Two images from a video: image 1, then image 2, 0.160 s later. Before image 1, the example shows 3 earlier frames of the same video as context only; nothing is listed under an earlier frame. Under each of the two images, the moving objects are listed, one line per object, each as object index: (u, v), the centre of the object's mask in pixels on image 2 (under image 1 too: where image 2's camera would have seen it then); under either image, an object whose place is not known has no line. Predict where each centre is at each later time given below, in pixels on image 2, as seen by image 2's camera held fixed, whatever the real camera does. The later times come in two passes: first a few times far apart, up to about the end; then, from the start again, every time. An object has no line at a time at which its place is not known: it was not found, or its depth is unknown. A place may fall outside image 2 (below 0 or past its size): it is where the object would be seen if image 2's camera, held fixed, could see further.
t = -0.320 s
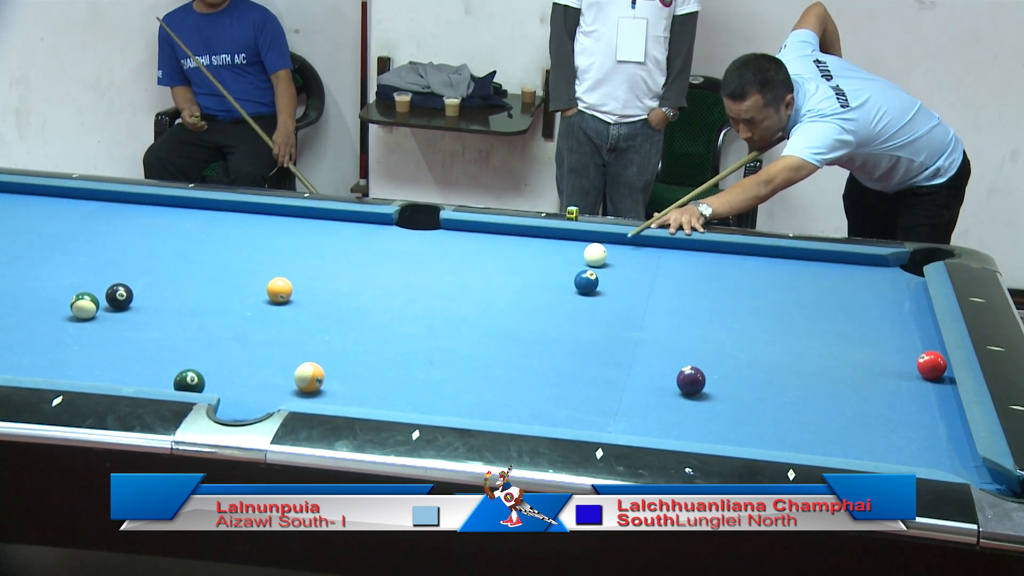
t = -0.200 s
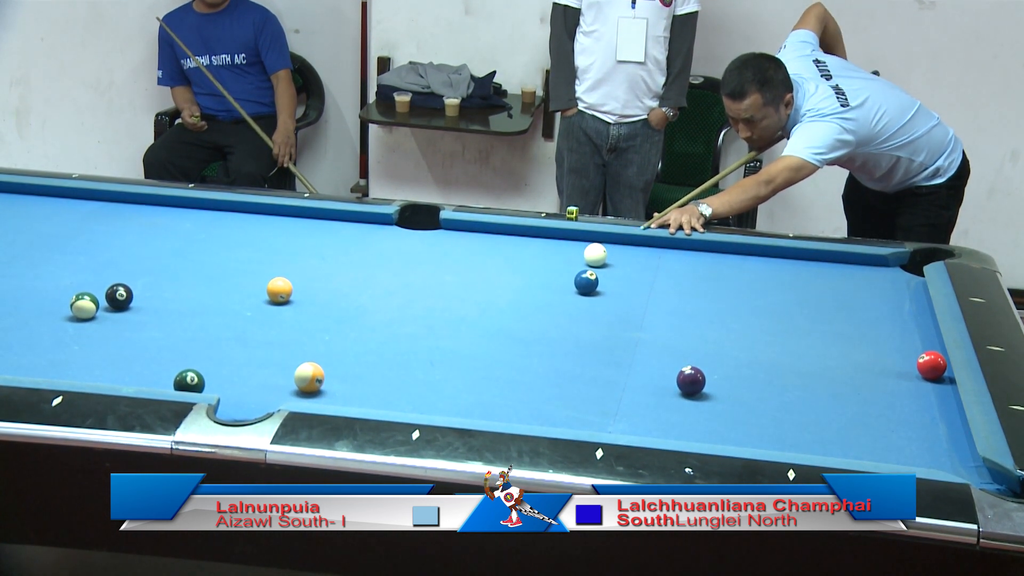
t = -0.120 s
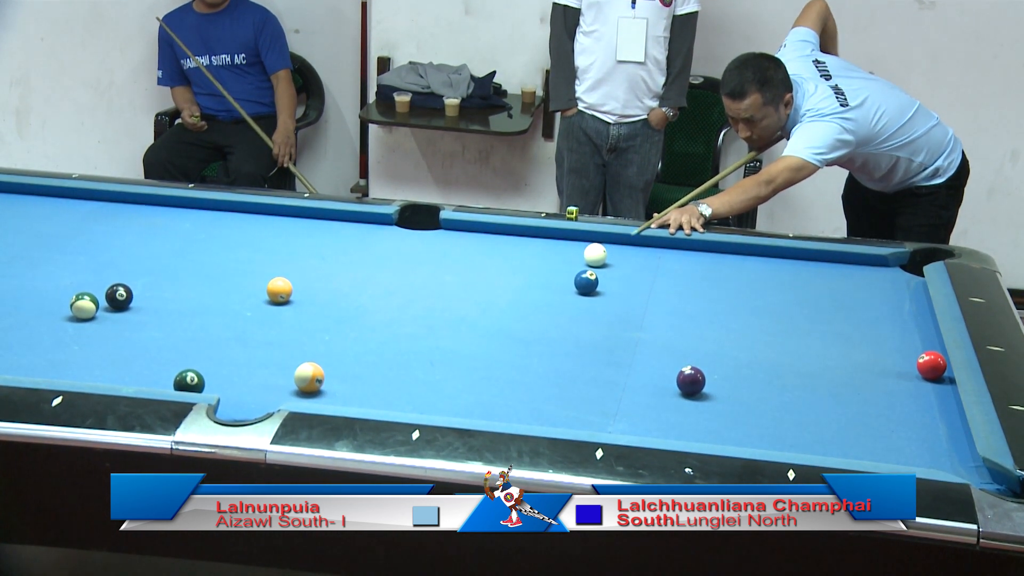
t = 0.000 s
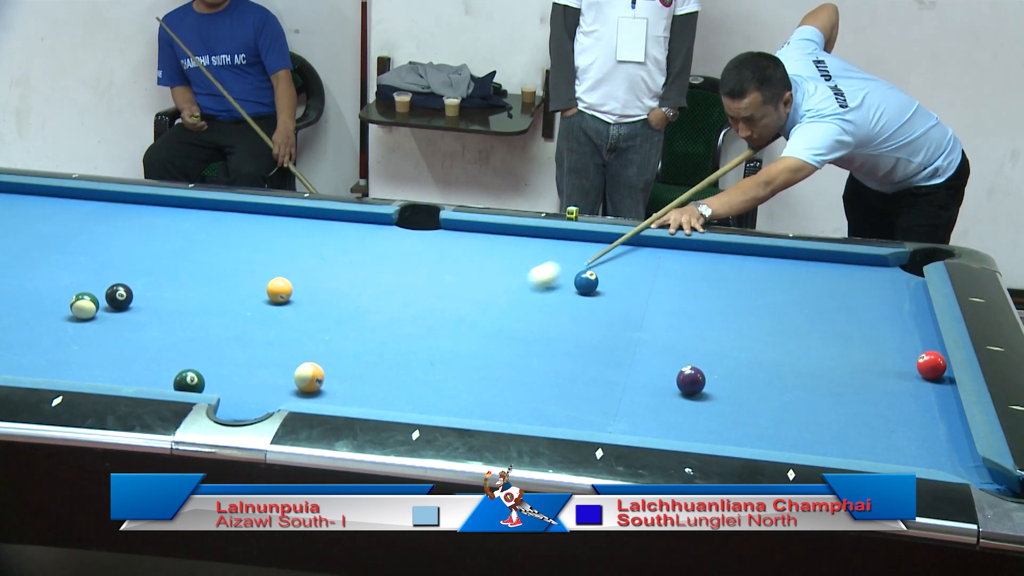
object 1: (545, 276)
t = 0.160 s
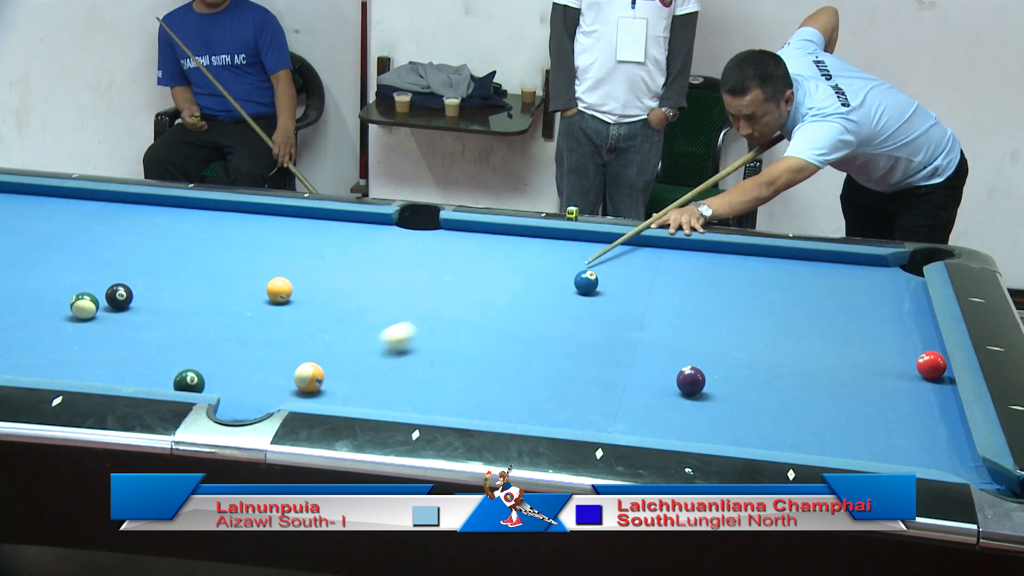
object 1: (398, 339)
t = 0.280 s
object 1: (321, 367)
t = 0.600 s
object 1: (292, 359)
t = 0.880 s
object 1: (271, 353)
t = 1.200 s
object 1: (253, 347)
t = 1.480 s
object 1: (242, 344)
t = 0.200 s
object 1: (359, 354)
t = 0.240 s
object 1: (327, 367)
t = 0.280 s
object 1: (321, 367)
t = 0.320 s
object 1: (317, 366)
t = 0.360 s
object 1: (313, 365)
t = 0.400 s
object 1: (309, 364)
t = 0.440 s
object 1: (306, 363)
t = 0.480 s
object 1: (302, 362)
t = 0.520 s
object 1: (299, 361)
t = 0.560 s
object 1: (295, 360)
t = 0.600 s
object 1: (292, 359)
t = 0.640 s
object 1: (289, 358)
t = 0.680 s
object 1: (286, 357)
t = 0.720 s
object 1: (283, 356)
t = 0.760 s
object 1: (279, 355)
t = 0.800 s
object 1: (277, 355)
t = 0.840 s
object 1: (274, 354)
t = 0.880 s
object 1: (271, 353)
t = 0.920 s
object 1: (269, 352)
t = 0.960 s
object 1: (266, 352)
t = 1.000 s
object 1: (264, 351)
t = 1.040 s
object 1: (261, 350)
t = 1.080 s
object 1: (259, 349)
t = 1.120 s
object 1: (257, 349)
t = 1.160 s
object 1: (255, 348)
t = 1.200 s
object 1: (253, 347)
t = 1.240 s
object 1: (251, 347)
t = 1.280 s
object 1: (249, 346)
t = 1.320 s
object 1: (248, 346)
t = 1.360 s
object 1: (246, 345)
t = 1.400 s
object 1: (244, 345)
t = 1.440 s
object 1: (243, 344)
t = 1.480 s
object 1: (242, 344)
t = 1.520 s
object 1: (240, 343)
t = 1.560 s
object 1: (238, 343)
